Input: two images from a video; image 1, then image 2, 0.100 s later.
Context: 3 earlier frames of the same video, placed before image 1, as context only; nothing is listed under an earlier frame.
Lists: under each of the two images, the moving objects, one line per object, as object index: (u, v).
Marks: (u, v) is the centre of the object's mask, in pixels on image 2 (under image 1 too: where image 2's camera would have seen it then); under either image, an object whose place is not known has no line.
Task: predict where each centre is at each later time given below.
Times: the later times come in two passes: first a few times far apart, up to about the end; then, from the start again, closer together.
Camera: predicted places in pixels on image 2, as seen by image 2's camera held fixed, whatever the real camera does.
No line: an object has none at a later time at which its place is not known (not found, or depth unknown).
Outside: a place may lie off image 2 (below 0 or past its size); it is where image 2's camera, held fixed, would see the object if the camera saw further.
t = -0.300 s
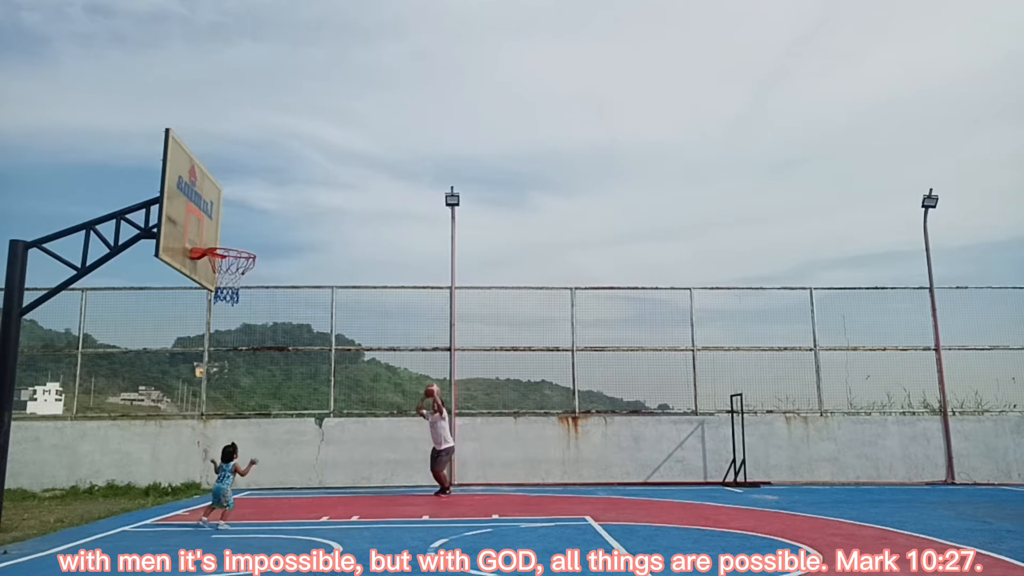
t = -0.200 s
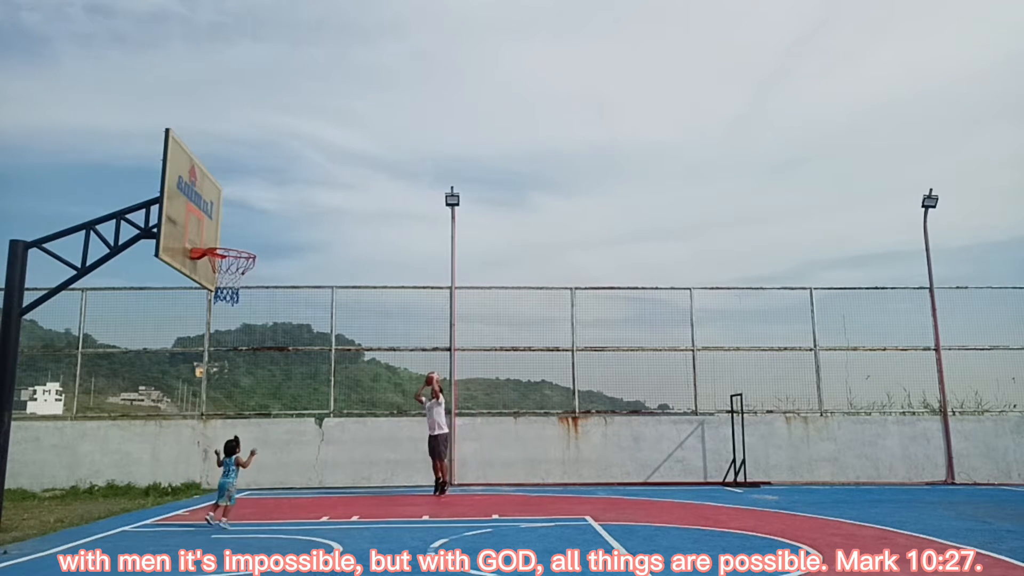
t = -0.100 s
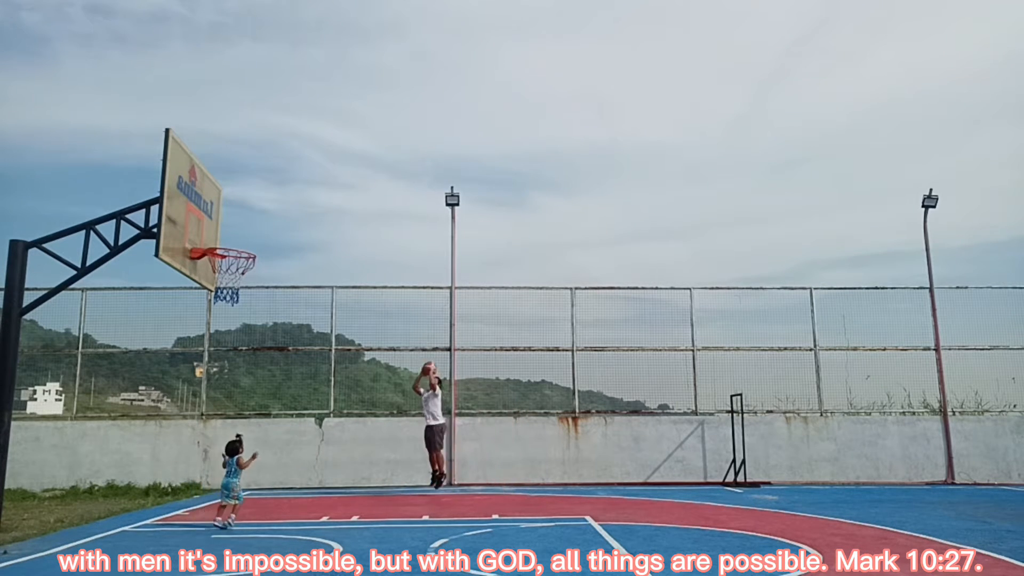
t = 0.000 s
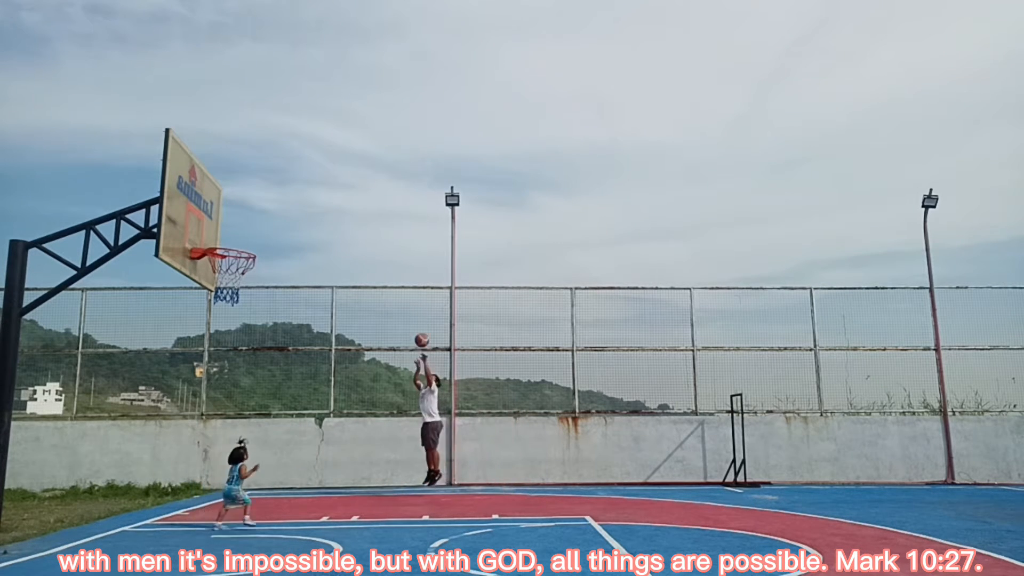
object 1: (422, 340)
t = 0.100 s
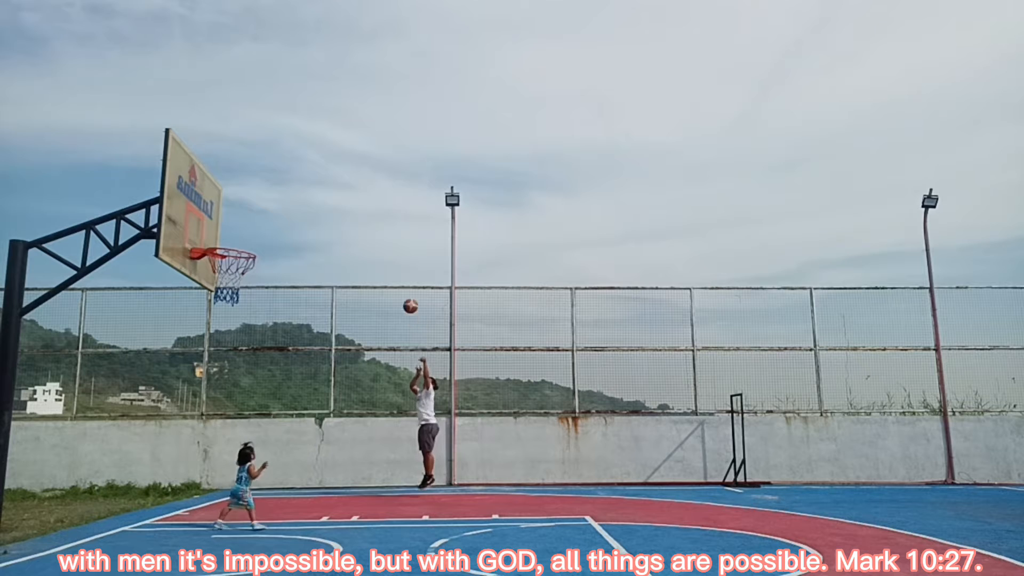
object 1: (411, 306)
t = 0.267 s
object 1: (390, 259)
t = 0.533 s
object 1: (350, 210)
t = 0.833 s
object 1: (292, 208)
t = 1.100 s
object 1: (219, 271)
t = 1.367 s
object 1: (172, 325)
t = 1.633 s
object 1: (118, 452)
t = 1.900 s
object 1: (95, 478)
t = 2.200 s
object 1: (108, 397)
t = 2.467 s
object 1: (112, 398)
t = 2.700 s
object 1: (111, 452)
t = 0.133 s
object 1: (406, 295)
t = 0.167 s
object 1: (402, 285)
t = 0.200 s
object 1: (399, 276)
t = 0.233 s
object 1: (394, 267)
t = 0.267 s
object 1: (390, 259)
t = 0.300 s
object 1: (385, 251)
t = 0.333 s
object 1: (381, 243)
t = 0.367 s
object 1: (376, 236)
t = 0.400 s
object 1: (372, 230)
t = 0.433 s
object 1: (367, 224)
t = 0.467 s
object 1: (361, 219)
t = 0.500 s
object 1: (356, 215)
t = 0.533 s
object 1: (350, 210)
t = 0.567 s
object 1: (345, 207)
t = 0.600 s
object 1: (339, 204)
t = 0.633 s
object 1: (333, 202)
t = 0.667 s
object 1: (327, 201)
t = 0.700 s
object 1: (321, 201)
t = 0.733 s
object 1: (314, 201)
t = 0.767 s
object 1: (307, 203)
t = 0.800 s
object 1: (300, 205)
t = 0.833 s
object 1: (292, 208)
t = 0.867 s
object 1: (284, 213)
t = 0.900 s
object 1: (276, 218)
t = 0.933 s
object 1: (267, 225)
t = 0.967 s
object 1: (258, 234)
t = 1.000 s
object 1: (249, 242)
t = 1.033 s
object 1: (239, 254)
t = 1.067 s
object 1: (229, 265)
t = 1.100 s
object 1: (219, 271)
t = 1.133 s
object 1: (212, 274)
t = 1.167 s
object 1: (207, 282)
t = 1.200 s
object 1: (202, 284)
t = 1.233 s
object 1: (196, 290)
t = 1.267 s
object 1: (190, 297)
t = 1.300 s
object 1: (184, 305)
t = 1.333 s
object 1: (178, 314)
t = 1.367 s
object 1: (172, 325)
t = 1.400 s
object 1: (165, 337)
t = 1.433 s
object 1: (159, 349)
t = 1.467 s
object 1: (153, 363)
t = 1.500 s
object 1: (147, 377)
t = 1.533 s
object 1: (140, 394)
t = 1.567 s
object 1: (133, 412)
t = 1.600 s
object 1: (125, 431)
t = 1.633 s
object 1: (118, 452)
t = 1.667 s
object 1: (110, 473)
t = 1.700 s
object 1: (102, 496)
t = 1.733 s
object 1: (95, 520)
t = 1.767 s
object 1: (87, 543)
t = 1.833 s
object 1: (91, 510)
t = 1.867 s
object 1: (93, 494)
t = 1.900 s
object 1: (95, 478)
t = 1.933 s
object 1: (97, 464)
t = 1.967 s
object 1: (99, 452)
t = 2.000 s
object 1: (100, 440)
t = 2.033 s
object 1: (102, 430)
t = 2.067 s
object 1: (104, 421)
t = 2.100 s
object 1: (105, 414)
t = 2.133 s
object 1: (106, 407)
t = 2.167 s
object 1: (107, 401)
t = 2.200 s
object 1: (108, 397)
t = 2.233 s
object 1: (108, 394)
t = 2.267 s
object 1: (109, 391)
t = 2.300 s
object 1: (110, 390)
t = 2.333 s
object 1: (111, 390)
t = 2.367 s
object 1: (111, 391)
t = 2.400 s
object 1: (112, 392)
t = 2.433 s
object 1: (112, 395)
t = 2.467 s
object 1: (112, 398)
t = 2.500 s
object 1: (112, 403)
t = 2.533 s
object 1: (112, 408)
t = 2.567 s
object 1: (112, 415)
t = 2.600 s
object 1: (111, 423)
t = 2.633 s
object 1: (112, 431)
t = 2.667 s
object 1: (111, 441)
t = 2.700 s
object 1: (111, 452)
